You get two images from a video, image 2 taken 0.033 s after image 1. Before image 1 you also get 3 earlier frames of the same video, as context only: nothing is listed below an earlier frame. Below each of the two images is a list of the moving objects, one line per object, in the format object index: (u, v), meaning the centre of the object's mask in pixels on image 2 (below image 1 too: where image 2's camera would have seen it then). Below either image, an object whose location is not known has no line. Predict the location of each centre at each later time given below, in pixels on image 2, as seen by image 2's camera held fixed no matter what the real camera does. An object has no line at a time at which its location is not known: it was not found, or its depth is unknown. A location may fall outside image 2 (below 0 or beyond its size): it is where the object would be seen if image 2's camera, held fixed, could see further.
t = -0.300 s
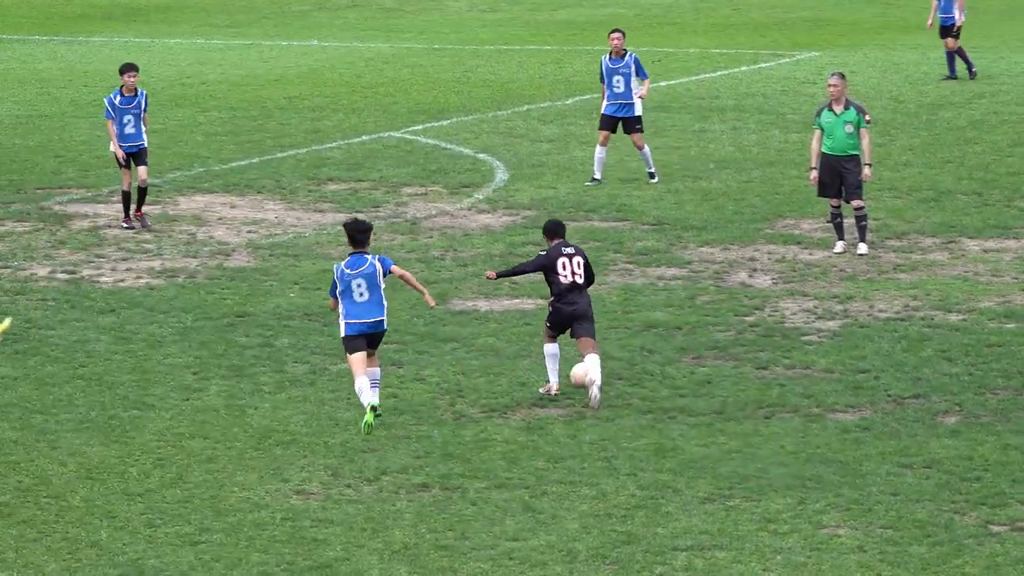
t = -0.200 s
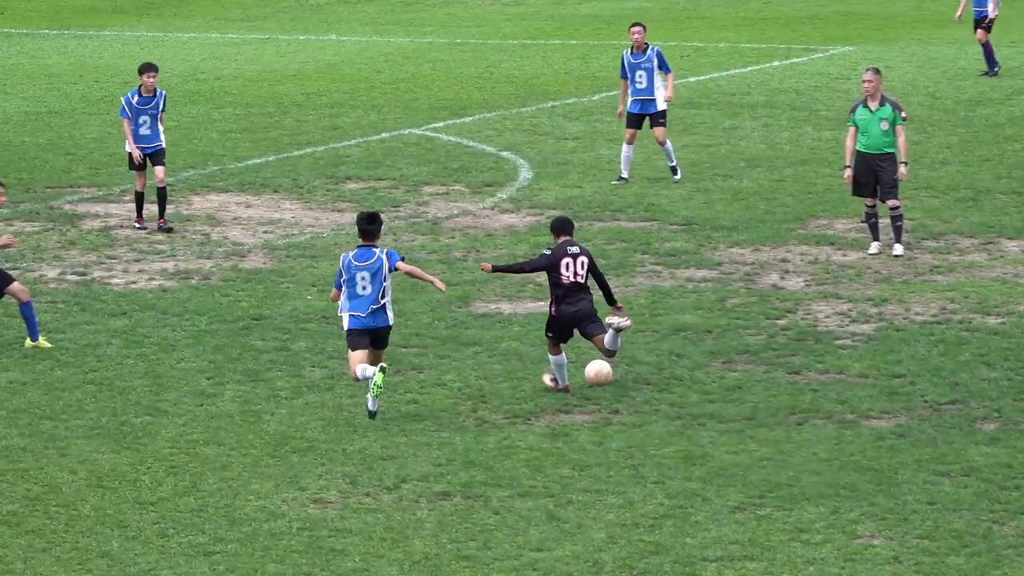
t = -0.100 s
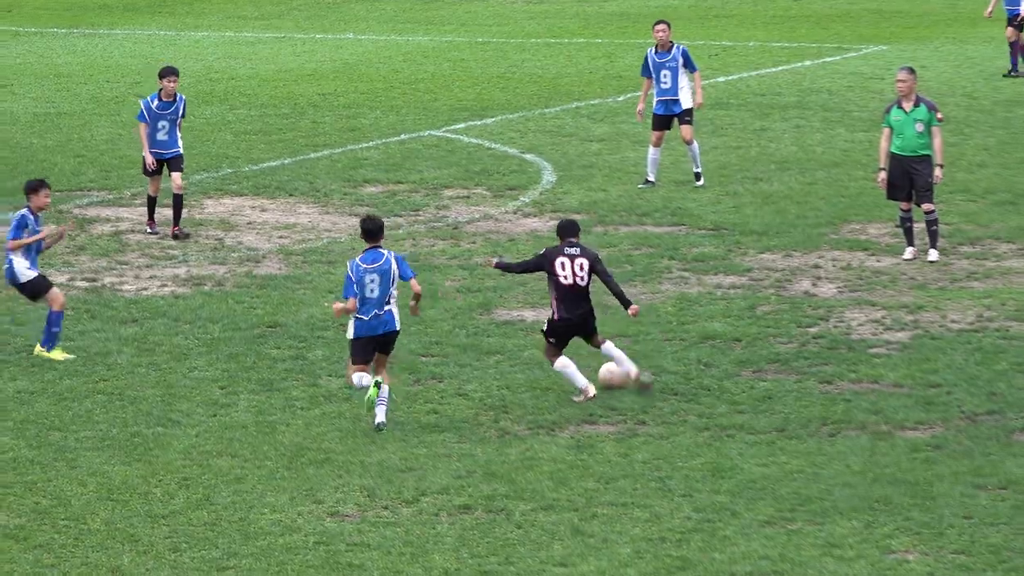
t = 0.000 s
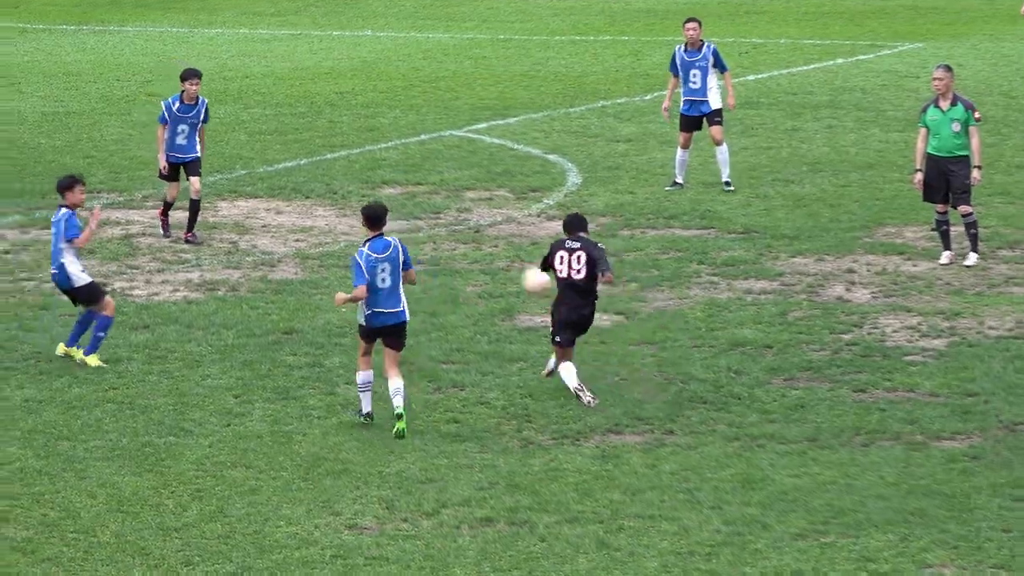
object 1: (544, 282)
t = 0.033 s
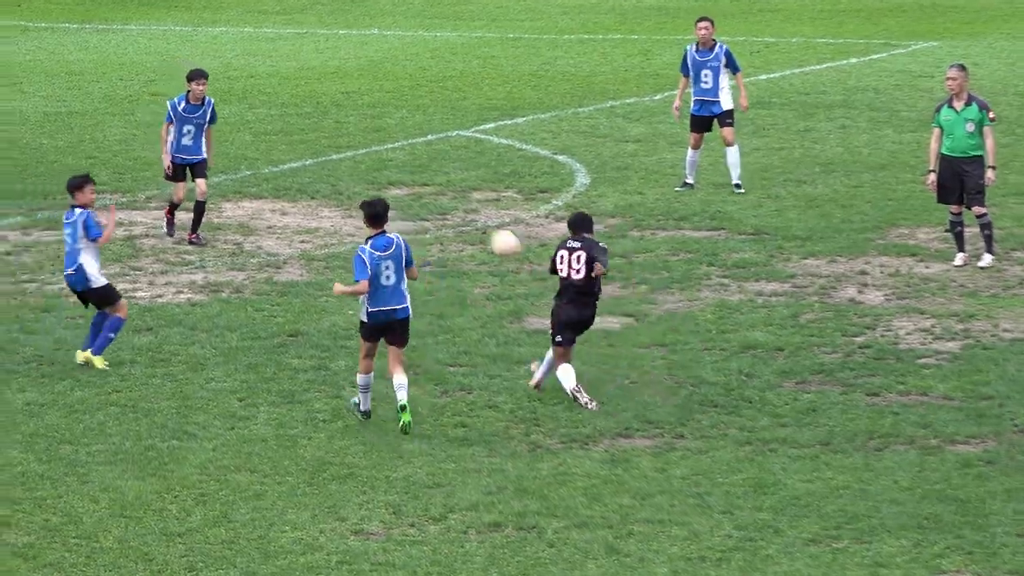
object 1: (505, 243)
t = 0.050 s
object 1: (485, 227)
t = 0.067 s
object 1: (467, 207)
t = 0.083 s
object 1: (448, 189)
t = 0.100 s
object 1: (428, 170)
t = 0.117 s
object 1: (409, 150)
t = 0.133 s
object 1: (391, 132)
